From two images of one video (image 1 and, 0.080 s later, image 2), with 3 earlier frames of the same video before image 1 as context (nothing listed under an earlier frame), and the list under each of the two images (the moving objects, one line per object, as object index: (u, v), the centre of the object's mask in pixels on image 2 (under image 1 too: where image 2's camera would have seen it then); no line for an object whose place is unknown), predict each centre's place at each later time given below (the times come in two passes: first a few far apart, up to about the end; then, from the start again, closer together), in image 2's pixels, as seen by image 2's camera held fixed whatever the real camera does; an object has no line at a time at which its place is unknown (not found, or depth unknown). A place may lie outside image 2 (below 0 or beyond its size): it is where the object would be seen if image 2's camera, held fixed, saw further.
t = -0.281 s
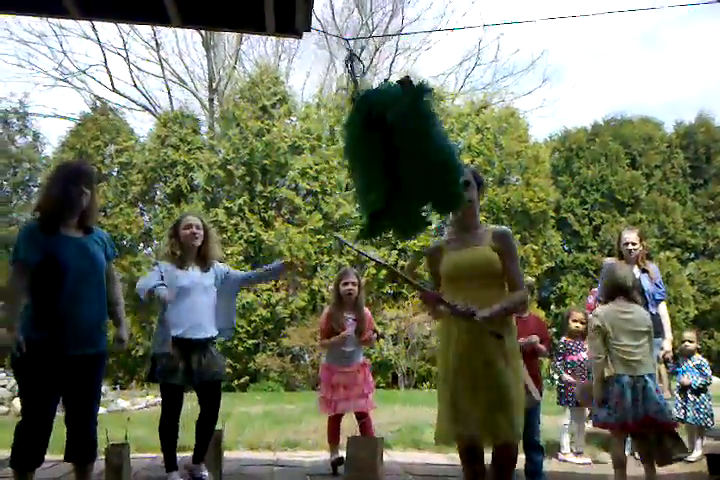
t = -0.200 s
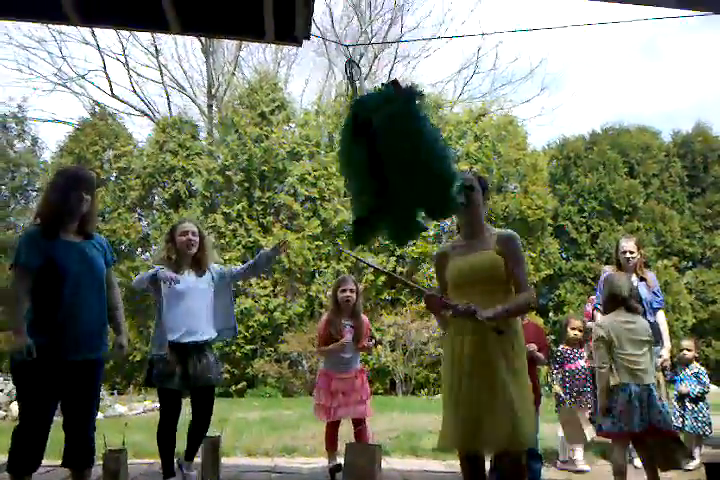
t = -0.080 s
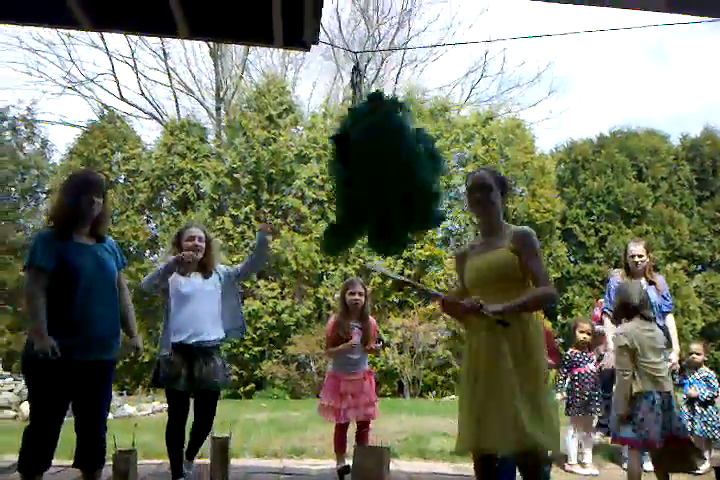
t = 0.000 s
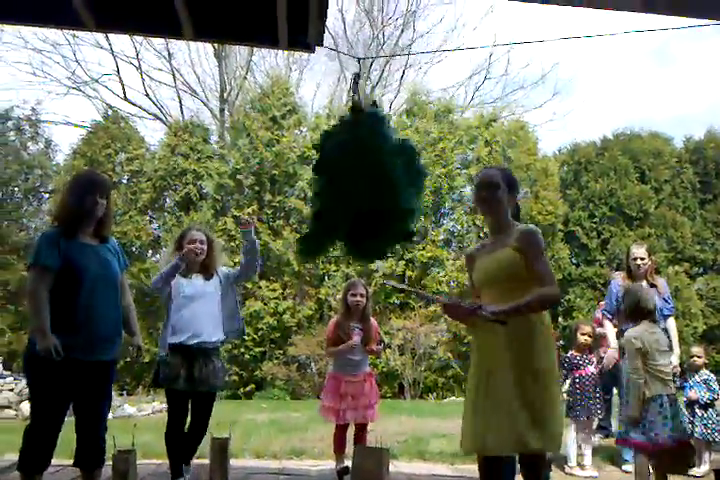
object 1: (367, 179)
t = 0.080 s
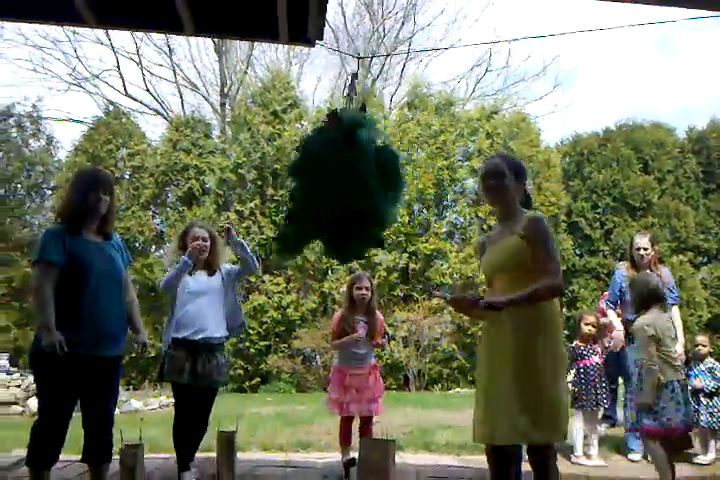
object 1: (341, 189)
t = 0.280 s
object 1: (308, 197)
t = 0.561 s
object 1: (334, 202)
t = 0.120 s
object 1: (332, 188)
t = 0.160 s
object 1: (322, 190)
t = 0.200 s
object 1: (315, 194)
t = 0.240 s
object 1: (311, 195)
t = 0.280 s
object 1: (308, 197)
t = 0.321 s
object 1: (304, 200)
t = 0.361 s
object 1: (308, 197)
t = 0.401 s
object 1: (311, 197)
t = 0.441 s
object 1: (313, 201)
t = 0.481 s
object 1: (320, 201)
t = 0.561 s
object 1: (334, 202)
